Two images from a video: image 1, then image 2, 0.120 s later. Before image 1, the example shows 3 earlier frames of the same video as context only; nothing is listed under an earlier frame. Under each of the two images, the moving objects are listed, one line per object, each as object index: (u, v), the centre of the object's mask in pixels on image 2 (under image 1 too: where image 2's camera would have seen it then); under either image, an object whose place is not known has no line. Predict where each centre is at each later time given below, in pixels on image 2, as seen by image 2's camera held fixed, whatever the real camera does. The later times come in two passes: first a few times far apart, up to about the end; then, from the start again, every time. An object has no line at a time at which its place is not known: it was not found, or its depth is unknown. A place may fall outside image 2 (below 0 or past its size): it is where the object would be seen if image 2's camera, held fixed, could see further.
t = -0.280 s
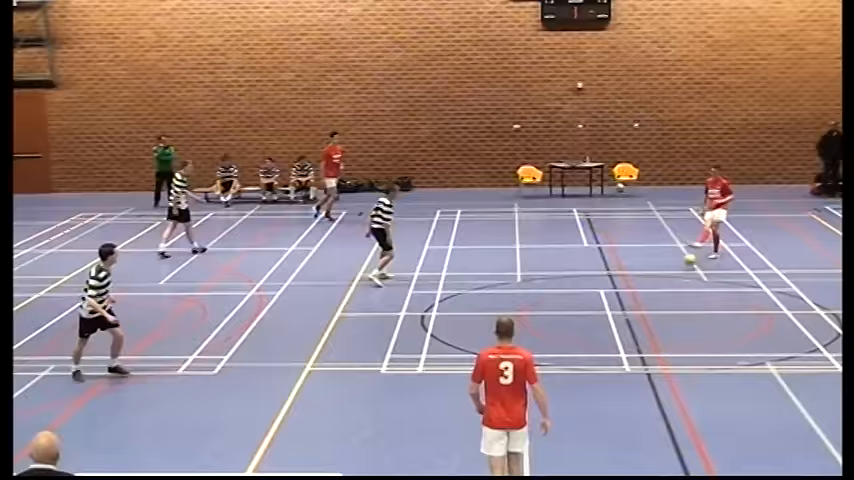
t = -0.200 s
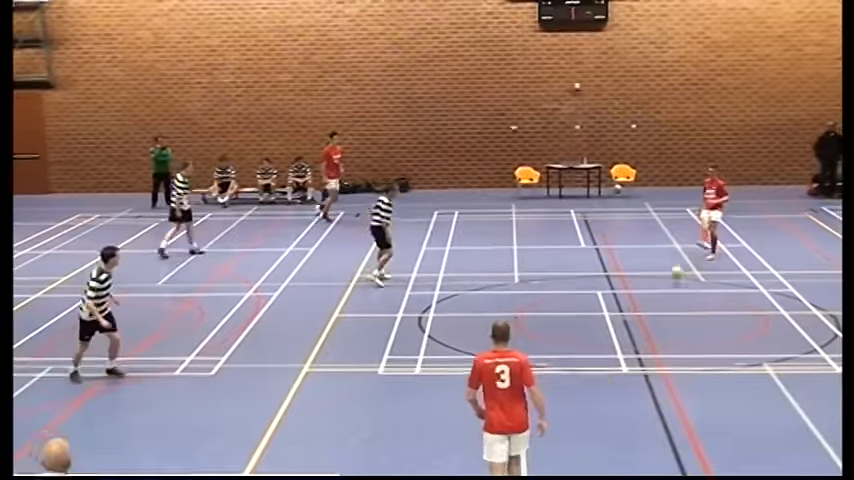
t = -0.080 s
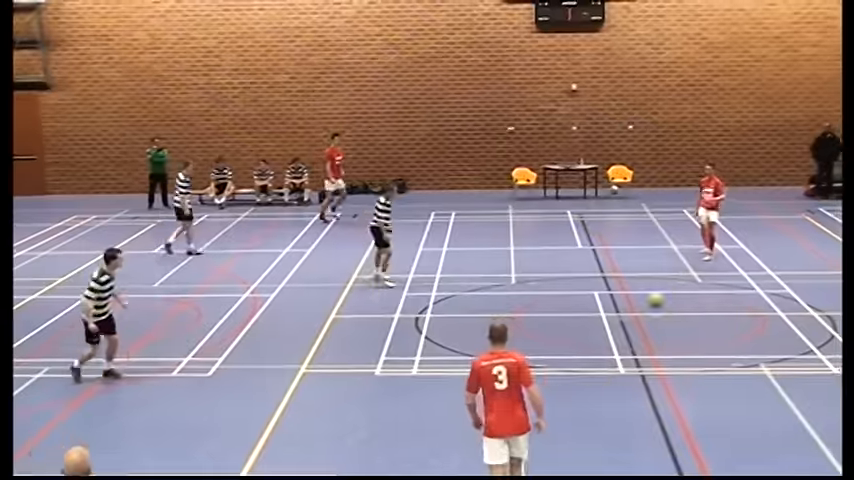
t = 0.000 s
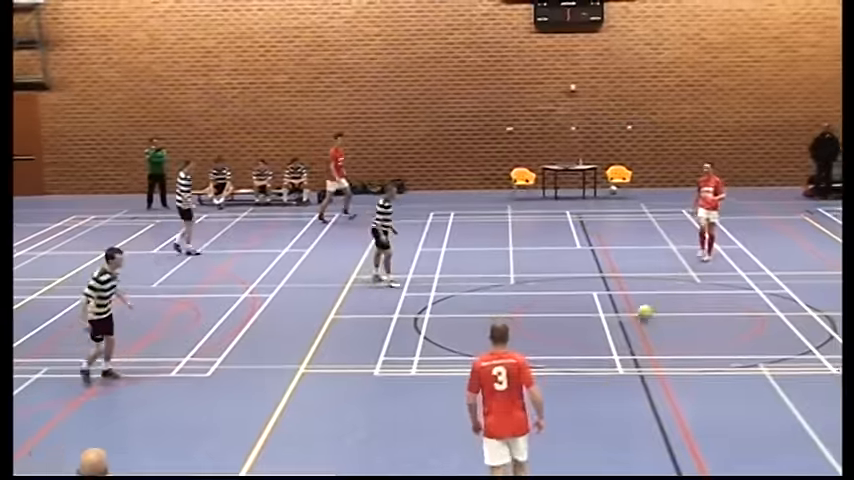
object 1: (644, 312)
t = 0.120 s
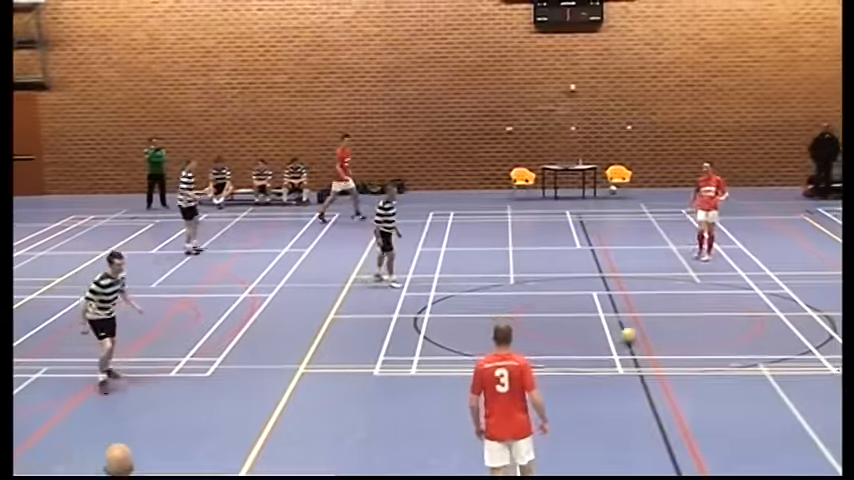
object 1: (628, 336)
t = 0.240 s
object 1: (612, 360)
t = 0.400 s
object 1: (591, 394)
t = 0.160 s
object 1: (623, 344)
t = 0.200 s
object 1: (617, 351)
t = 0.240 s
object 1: (612, 360)
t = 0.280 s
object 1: (606, 368)
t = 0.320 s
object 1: (601, 377)
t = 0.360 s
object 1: (595, 385)
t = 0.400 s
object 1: (591, 394)
